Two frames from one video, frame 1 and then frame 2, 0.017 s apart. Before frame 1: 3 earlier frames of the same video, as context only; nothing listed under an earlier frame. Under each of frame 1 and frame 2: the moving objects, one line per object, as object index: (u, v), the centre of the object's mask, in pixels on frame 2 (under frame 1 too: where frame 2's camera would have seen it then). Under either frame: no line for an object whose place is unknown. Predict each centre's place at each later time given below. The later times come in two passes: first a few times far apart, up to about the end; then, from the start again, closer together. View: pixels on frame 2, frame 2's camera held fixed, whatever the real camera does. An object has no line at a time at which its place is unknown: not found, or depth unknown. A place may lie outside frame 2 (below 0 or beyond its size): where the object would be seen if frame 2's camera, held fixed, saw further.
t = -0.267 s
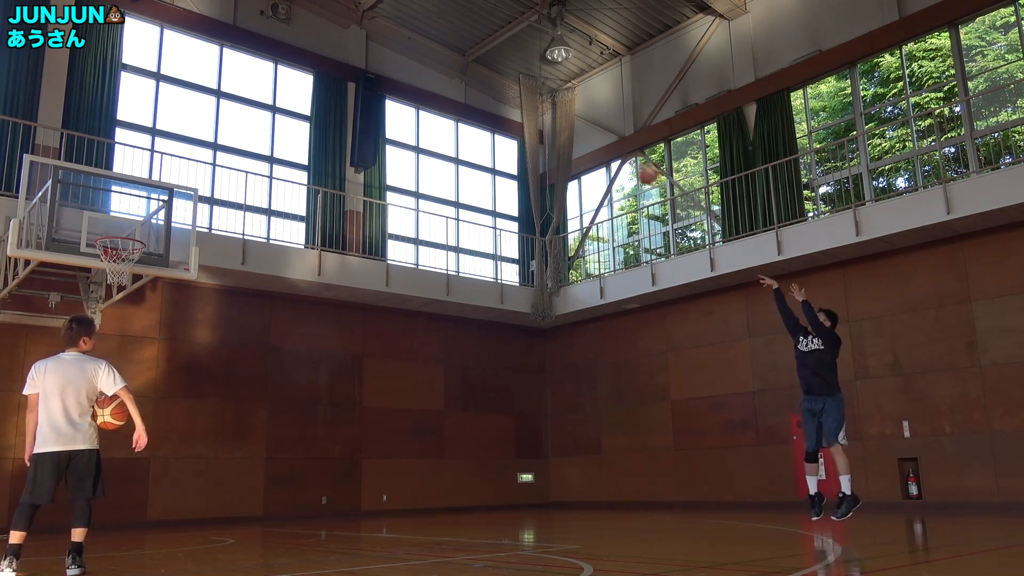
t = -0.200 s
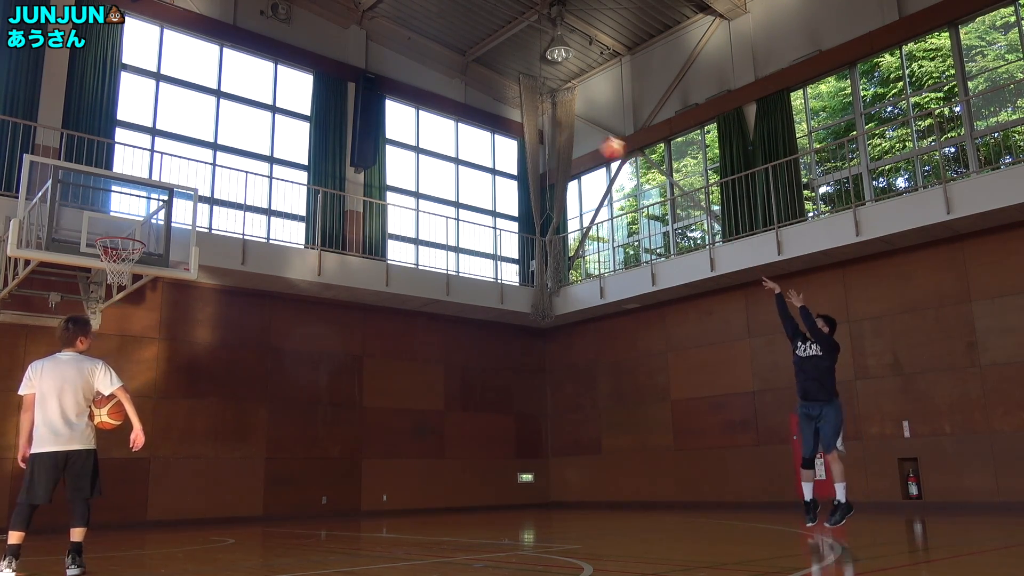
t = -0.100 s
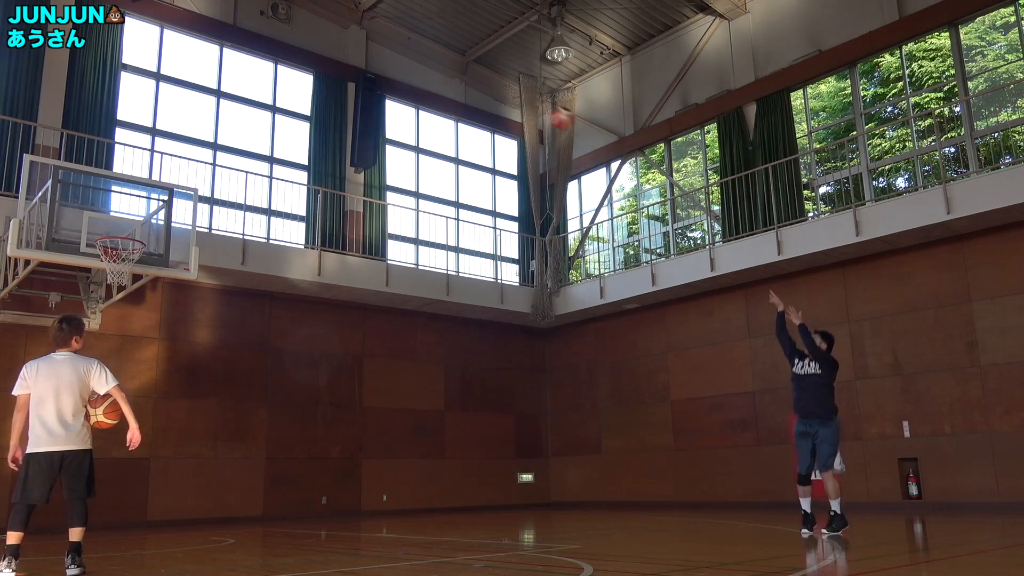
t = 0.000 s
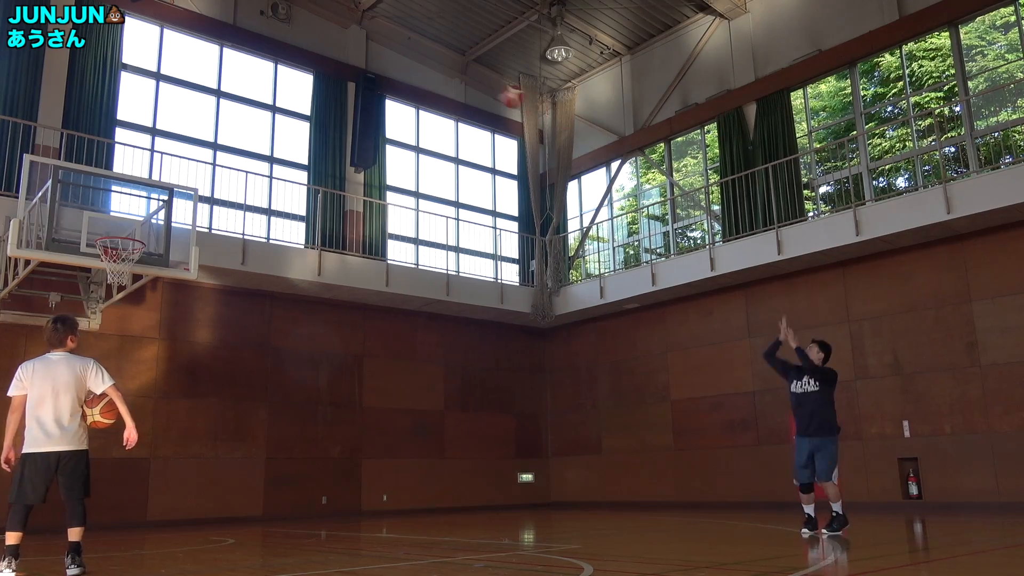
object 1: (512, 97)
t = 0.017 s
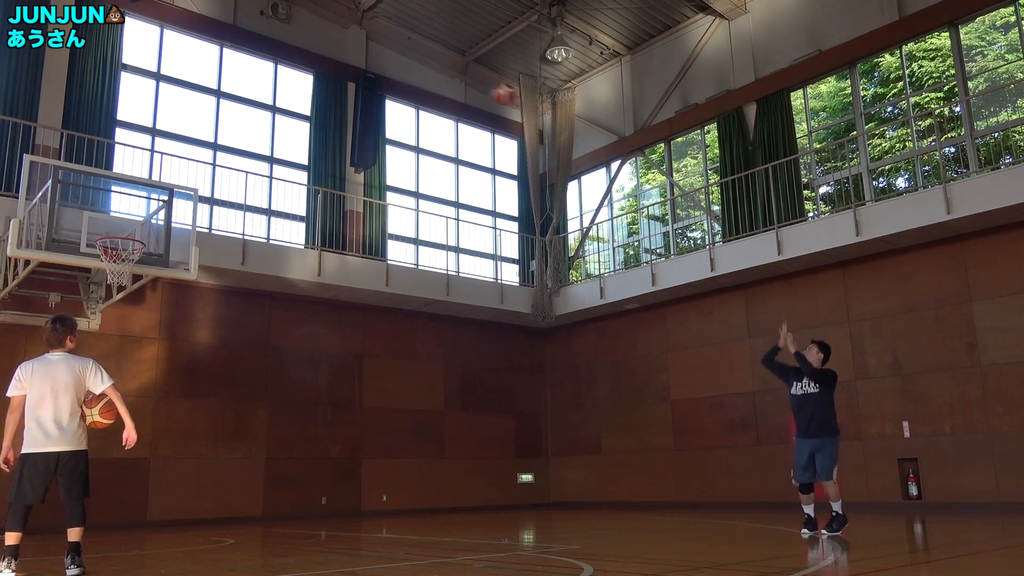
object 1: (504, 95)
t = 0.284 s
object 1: (380, 83)
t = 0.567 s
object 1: (253, 133)
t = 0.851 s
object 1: (133, 234)
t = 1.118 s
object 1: (135, 173)
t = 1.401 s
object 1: (138, 167)
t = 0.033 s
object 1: (496, 92)
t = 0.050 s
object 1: (488, 89)
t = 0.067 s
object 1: (480, 87)
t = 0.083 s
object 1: (472, 86)
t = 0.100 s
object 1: (464, 84)
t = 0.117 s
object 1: (457, 83)
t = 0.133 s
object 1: (449, 82)
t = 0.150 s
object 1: (441, 81)
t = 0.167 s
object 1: (433, 81)
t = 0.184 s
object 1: (425, 80)
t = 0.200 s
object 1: (418, 81)
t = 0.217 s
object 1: (409, 81)
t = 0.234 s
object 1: (402, 81)
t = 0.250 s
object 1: (394, 82)
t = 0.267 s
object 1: (388, 83)
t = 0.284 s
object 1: (380, 83)
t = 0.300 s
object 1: (372, 85)
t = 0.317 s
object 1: (366, 86)
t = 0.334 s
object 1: (357, 87)
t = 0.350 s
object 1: (349, 90)
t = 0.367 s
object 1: (343, 91)
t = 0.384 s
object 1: (335, 93)
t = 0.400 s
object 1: (327, 97)
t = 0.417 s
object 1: (322, 99)
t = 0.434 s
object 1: (314, 101)
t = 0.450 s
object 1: (306, 105)
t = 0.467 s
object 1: (298, 109)
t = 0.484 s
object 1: (290, 112)
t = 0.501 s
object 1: (283, 116)
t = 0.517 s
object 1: (276, 120)
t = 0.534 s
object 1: (268, 124)
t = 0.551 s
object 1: (261, 129)
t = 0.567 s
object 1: (253, 133)
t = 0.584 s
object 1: (246, 139)
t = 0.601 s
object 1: (238, 144)
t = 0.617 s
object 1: (230, 149)
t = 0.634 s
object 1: (223, 155)
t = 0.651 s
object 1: (216, 161)
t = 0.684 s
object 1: (200, 174)
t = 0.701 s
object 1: (193, 181)
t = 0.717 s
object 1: (185, 188)
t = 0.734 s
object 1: (178, 194)
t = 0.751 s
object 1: (170, 200)
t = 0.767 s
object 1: (163, 209)
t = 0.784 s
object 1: (153, 219)
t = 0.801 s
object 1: (146, 226)
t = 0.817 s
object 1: (141, 231)
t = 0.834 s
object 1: (134, 236)
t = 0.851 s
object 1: (133, 234)
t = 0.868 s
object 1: (129, 230)
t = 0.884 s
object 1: (129, 227)
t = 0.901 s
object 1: (129, 221)
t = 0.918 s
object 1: (129, 216)
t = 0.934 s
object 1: (130, 212)
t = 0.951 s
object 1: (130, 206)
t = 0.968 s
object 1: (131, 202)
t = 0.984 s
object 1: (131, 197)
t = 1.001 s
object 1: (132, 193)
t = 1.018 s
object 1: (133, 189)
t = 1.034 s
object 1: (133, 186)
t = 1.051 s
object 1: (133, 183)
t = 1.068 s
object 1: (134, 180)
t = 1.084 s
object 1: (134, 178)
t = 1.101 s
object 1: (135, 175)
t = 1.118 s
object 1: (135, 173)
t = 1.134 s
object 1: (135, 171)
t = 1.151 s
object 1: (136, 169)
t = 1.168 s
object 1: (136, 167)
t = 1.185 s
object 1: (136, 165)
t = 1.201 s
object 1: (137, 164)
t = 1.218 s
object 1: (137, 162)
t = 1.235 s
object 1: (137, 162)
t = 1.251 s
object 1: (137, 161)
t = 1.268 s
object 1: (138, 161)
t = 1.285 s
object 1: (138, 161)
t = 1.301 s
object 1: (138, 161)
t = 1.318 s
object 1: (138, 161)
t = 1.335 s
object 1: (138, 162)
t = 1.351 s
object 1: (138, 163)
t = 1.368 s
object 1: (138, 164)
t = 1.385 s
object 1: (138, 165)
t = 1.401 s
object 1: (138, 167)
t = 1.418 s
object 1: (138, 169)
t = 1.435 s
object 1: (138, 171)
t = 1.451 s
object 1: (139, 174)
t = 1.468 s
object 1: (138, 177)
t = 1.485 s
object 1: (139, 179)
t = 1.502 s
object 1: (139, 183)
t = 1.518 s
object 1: (138, 186)
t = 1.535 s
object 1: (138, 190)
